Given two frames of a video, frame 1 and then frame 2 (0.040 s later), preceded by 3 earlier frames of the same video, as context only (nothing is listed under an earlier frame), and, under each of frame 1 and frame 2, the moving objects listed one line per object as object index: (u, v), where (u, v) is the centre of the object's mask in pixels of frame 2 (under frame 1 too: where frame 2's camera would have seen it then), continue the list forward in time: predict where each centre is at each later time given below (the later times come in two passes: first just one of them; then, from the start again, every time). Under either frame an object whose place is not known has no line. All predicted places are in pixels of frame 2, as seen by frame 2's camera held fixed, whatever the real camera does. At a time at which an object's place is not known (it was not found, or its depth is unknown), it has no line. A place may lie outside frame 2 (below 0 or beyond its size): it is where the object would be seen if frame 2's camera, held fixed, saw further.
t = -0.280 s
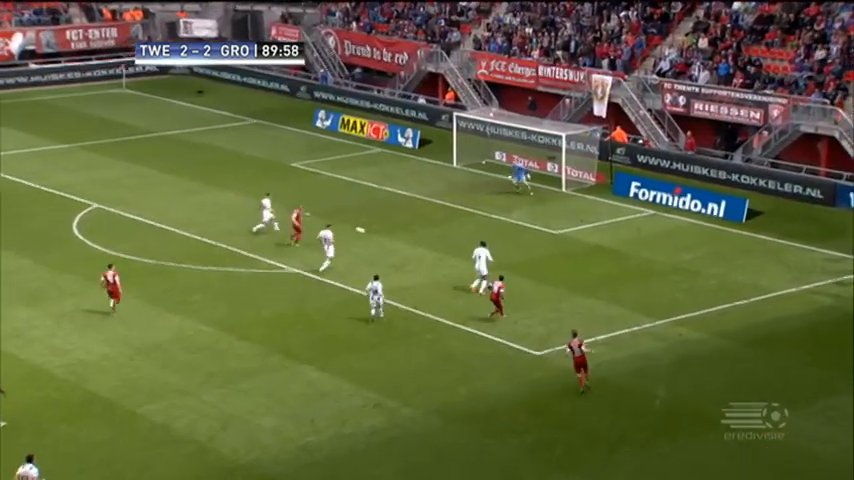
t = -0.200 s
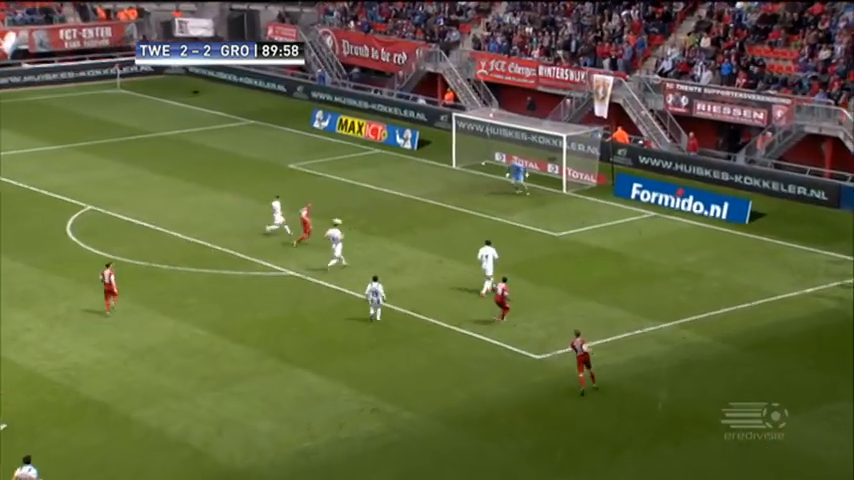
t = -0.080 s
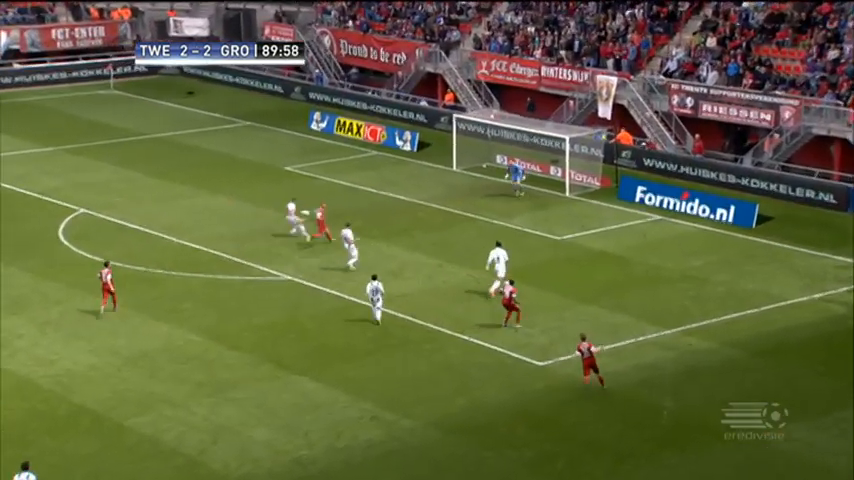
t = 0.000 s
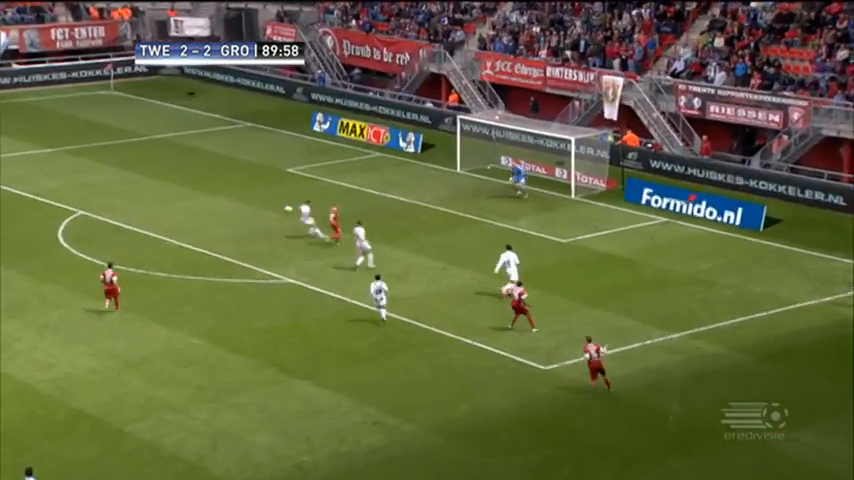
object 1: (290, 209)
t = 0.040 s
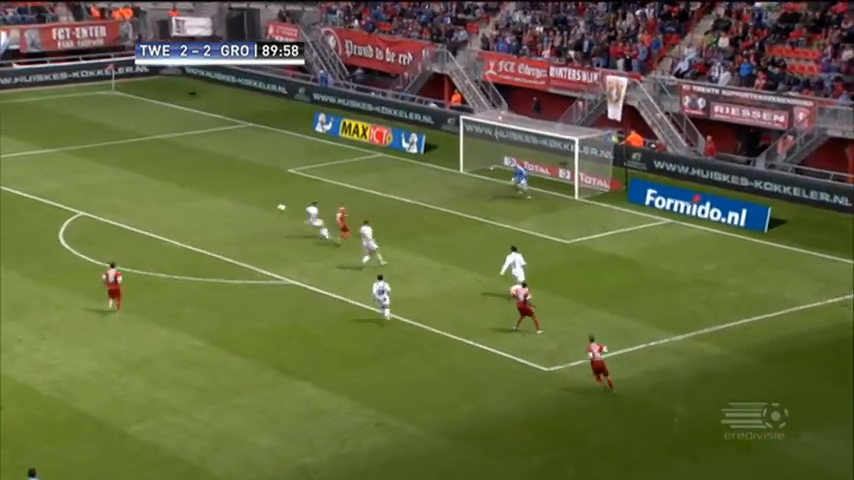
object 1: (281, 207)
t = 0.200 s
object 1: (244, 204)
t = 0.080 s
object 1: (271, 205)
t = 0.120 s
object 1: (262, 204)
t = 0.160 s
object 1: (253, 204)
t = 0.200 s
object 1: (244, 204)
